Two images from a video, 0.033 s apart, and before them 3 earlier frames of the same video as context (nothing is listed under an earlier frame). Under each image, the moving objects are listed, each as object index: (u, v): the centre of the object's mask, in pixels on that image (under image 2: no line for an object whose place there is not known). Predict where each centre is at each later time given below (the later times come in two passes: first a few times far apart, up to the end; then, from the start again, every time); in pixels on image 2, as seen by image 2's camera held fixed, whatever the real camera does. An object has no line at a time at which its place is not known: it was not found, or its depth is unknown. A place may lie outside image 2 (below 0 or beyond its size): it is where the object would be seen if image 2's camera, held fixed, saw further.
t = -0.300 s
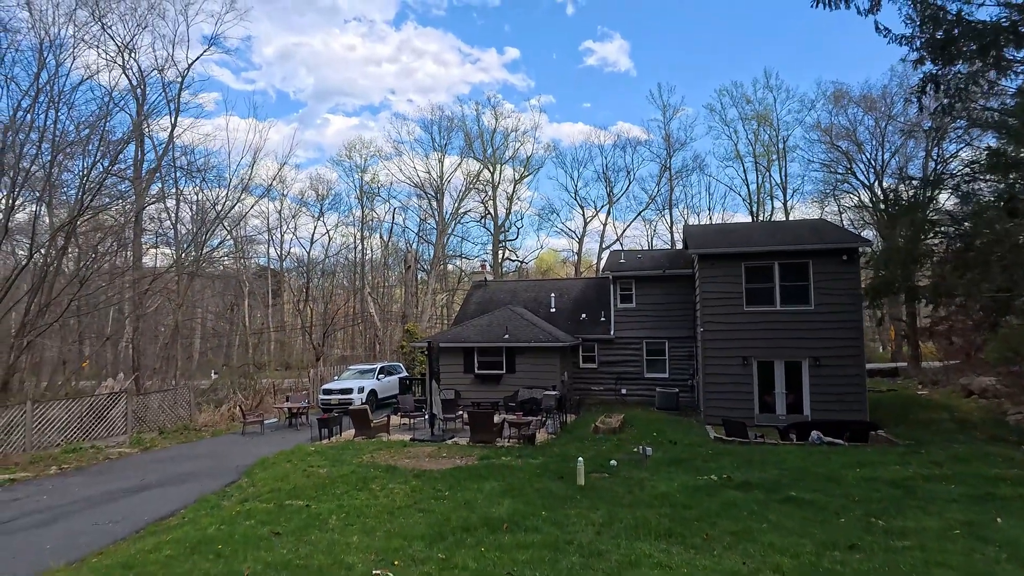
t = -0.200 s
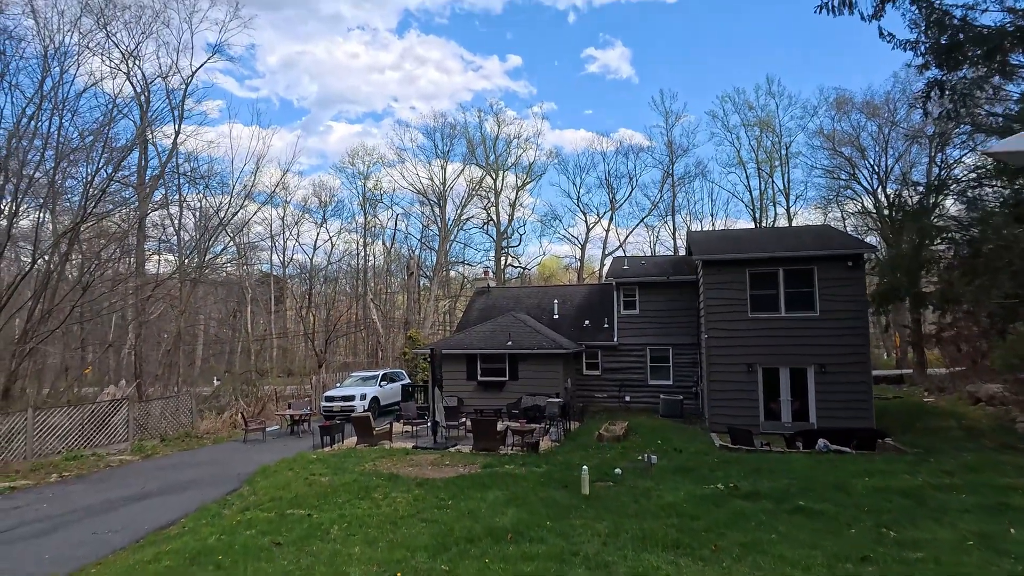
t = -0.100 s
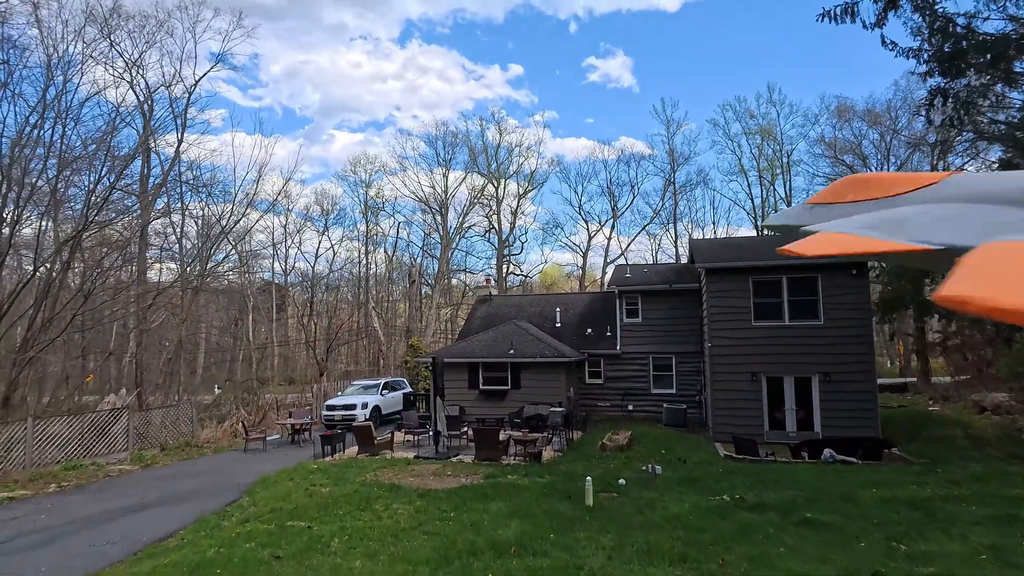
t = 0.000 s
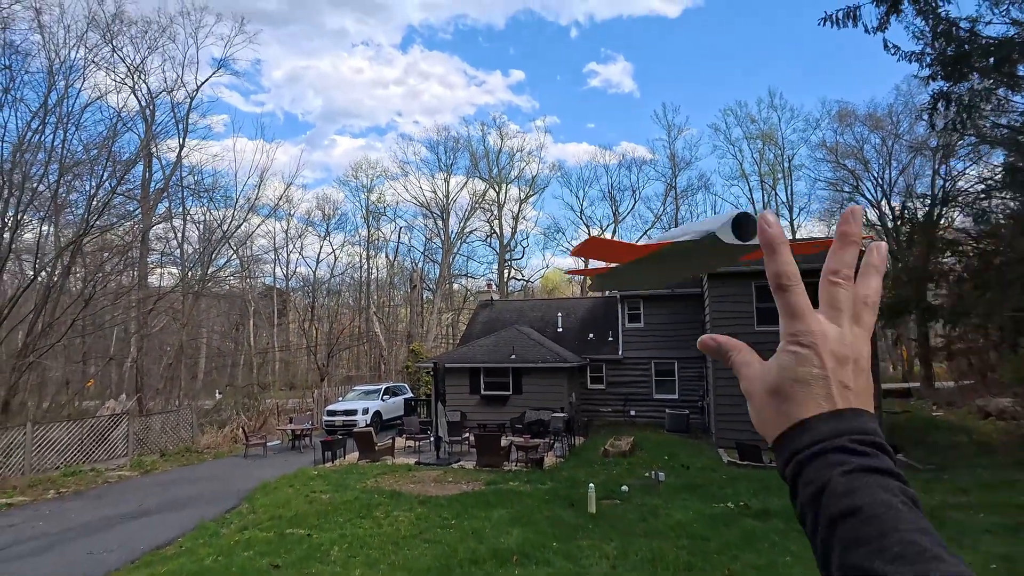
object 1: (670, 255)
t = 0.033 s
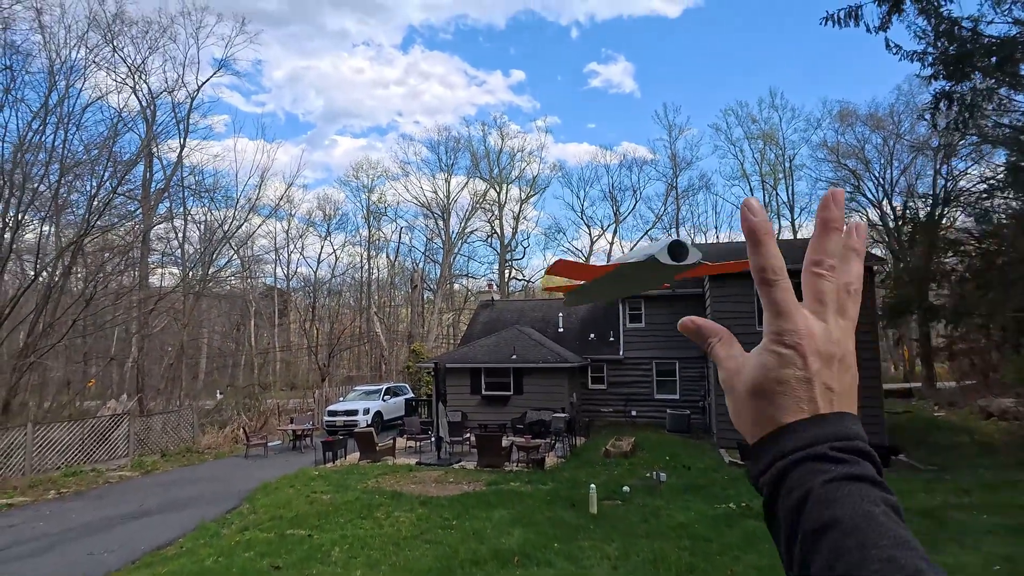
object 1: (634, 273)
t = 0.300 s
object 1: (508, 398)
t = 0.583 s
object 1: (405, 470)
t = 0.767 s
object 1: (304, 568)
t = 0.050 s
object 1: (619, 282)
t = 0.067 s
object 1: (605, 292)
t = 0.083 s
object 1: (592, 300)
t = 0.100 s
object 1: (580, 308)
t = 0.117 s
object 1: (570, 316)
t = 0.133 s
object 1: (561, 324)
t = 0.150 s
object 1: (551, 332)
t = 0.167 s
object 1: (547, 339)
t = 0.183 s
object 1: (544, 346)
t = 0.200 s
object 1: (538, 354)
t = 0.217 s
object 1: (534, 363)
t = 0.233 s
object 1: (529, 369)
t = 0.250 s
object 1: (521, 378)
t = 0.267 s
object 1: (517, 385)
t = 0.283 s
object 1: (514, 390)
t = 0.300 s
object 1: (508, 398)
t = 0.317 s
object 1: (504, 405)
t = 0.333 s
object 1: (499, 412)
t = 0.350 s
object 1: (495, 418)
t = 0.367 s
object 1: (491, 422)
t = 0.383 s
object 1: (487, 428)
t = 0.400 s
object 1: (483, 432)
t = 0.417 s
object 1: (477, 435)
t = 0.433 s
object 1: (472, 438)
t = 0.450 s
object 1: (466, 441)
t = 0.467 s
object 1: (460, 444)
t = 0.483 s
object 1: (453, 446)
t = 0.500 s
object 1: (446, 448)
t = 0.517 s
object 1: (438, 452)
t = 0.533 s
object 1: (430, 455)
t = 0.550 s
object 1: (422, 459)
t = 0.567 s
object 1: (413, 464)
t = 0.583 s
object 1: (405, 470)
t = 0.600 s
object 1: (396, 476)
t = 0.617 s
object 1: (387, 482)
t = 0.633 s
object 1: (378, 490)
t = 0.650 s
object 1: (369, 497)
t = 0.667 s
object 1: (360, 506)
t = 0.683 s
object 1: (351, 515)
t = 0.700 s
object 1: (341, 524)
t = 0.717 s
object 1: (332, 534)
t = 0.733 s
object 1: (322, 545)
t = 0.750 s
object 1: (313, 556)
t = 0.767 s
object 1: (304, 568)
